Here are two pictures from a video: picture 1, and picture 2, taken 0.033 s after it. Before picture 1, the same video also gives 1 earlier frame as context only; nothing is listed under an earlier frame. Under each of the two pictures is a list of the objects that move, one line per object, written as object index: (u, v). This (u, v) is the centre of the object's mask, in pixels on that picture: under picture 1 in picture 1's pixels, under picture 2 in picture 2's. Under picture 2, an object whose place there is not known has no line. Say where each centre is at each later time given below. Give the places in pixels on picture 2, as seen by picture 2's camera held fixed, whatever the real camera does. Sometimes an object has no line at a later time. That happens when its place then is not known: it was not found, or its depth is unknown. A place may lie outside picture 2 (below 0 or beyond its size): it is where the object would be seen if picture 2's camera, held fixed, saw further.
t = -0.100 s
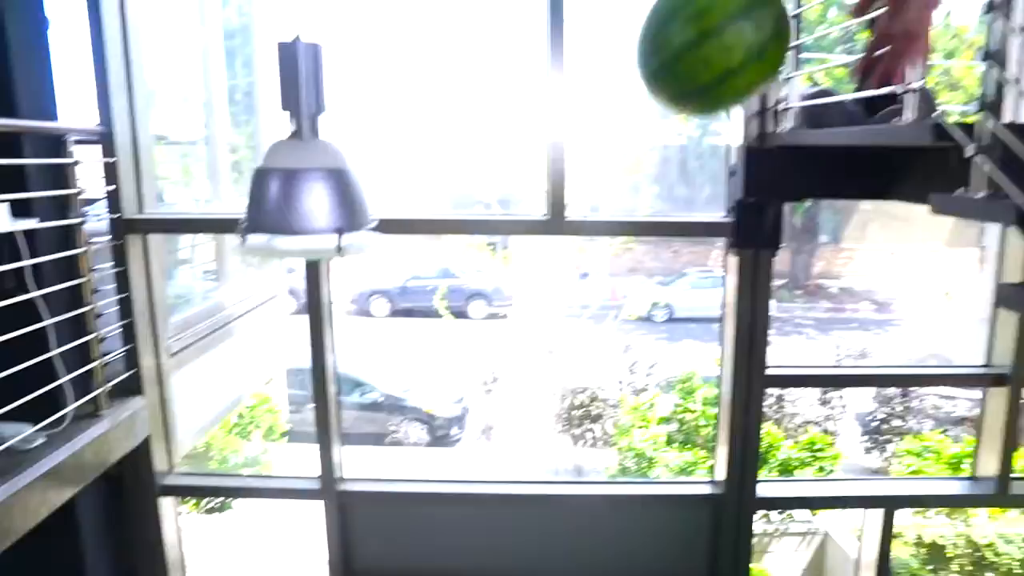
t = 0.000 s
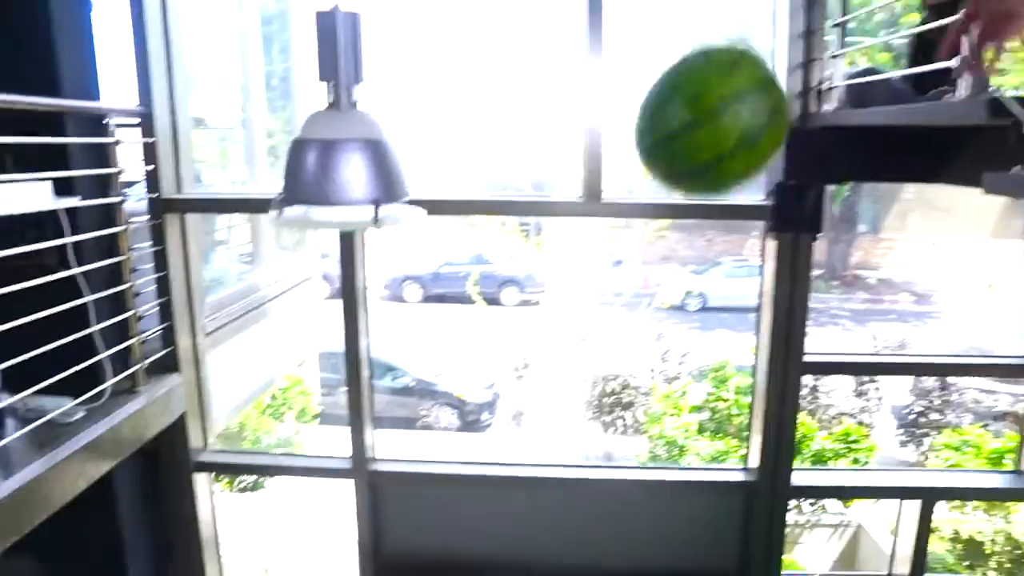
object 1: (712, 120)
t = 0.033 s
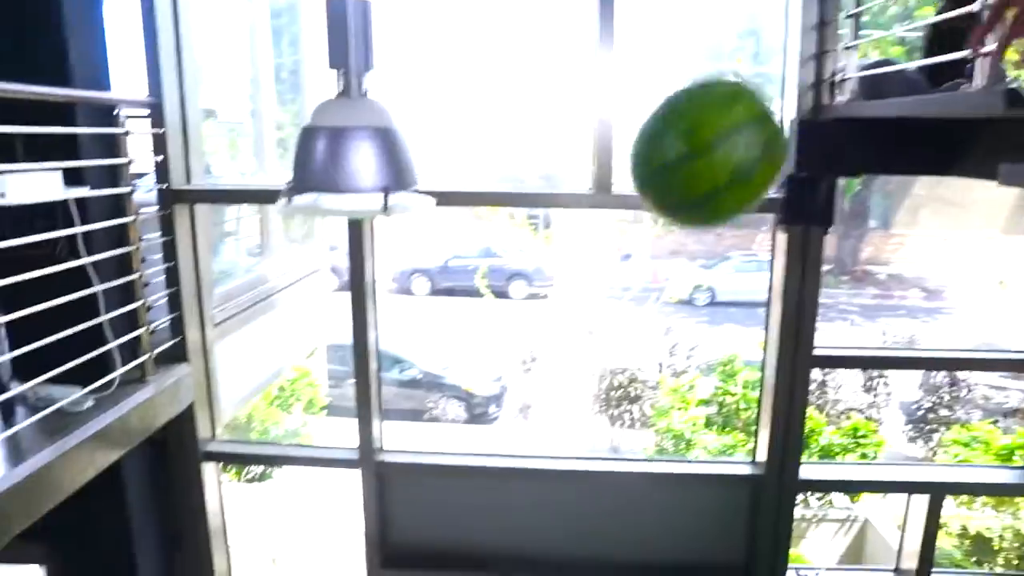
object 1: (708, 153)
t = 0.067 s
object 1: (691, 192)
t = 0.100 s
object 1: (674, 230)
